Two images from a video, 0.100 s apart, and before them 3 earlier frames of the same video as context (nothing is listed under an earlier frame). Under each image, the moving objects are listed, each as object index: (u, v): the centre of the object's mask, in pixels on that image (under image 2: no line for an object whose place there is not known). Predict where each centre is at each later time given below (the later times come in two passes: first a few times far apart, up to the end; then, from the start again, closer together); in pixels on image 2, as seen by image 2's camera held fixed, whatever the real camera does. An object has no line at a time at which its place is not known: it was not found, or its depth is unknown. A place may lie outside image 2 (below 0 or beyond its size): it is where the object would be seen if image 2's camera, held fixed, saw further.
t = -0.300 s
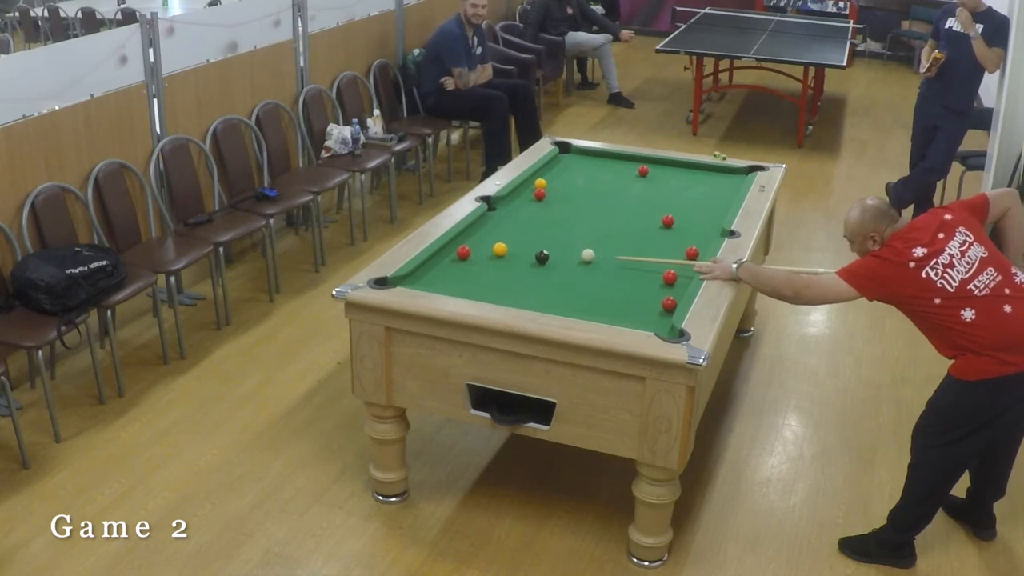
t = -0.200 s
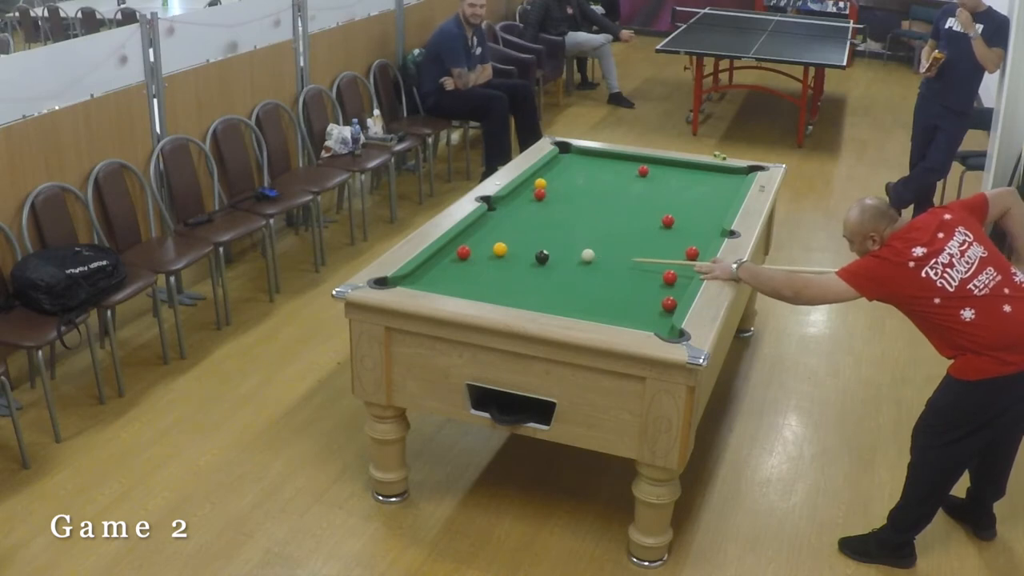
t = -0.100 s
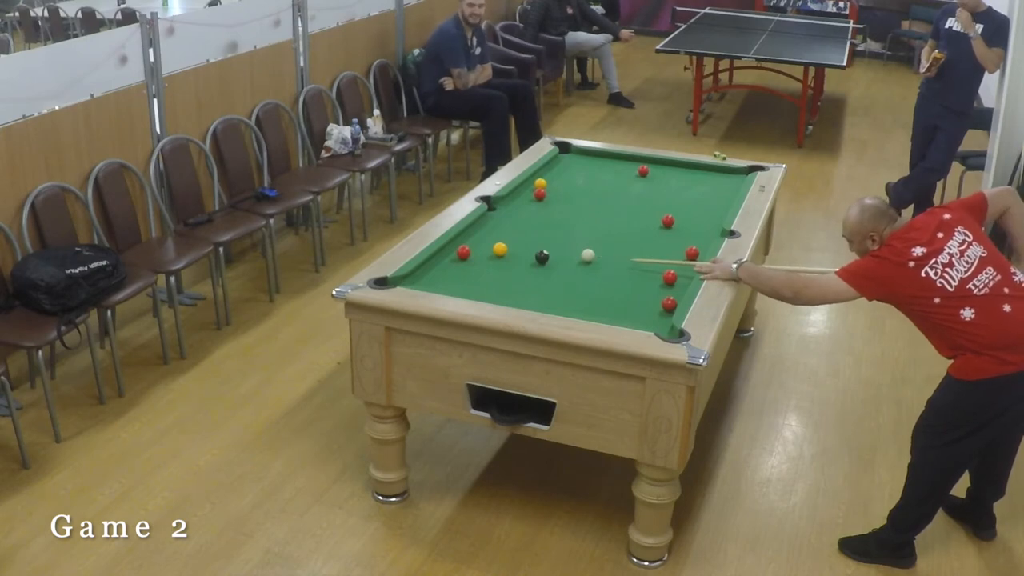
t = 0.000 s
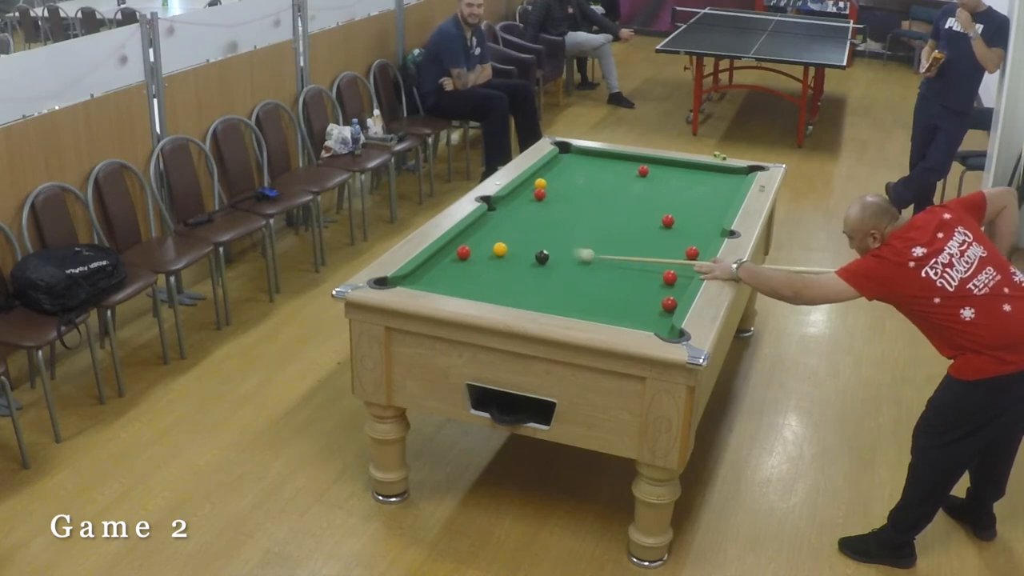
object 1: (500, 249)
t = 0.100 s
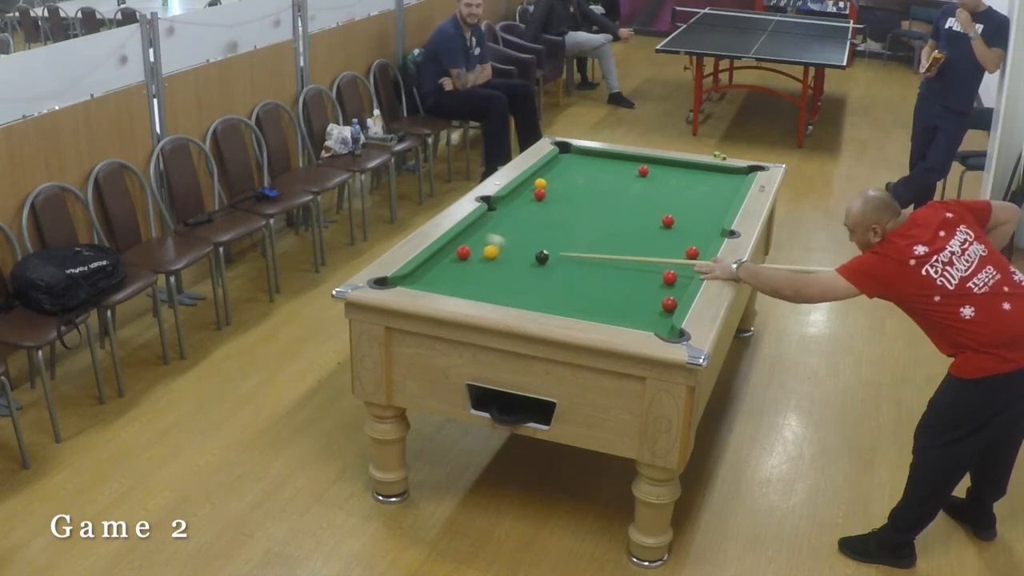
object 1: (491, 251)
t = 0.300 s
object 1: (426, 271)
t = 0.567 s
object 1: (407, 281)
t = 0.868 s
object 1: (421, 281)
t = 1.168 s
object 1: (433, 278)
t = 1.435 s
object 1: (443, 276)
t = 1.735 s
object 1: (452, 273)
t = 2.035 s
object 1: (460, 271)
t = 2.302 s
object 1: (466, 269)
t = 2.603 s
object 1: (470, 268)
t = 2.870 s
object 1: (473, 267)
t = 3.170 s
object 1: (475, 267)
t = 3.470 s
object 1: (475, 266)
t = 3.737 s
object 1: (475, 266)
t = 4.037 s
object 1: (476, 266)
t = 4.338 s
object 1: (476, 266)
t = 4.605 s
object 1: (476, 266)
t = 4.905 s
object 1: (476, 266)
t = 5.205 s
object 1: (476, 266)
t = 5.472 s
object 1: (476, 266)
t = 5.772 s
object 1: (476, 266)
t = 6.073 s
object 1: (476, 266)
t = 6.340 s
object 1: (476, 266)
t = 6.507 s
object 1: (473, 266)
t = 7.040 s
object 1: (473, 265)
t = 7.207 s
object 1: (475, 266)
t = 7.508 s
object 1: (475, 266)
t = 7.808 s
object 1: (475, 266)
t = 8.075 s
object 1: (475, 266)
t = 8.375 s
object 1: (475, 266)
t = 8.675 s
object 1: (475, 266)
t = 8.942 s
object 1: (475, 266)
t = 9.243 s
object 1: (476, 266)
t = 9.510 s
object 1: (476, 266)
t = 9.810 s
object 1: (476, 266)
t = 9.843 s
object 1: (476, 266)
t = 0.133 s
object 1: (479, 255)
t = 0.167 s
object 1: (468, 259)
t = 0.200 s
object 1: (456, 262)
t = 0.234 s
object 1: (445, 265)
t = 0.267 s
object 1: (436, 268)
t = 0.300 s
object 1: (426, 271)
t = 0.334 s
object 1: (416, 274)
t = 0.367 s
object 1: (412, 277)
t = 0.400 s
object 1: (409, 281)
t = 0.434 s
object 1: (406, 282)
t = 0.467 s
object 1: (403, 281)
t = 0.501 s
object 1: (401, 280)
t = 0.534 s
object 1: (404, 281)
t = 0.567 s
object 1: (407, 281)
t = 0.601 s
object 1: (409, 282)
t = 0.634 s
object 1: (411, 283)
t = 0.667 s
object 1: (413, 283)
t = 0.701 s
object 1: (414, 282)
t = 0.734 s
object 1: (416, 282)
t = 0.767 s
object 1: (417, 282)
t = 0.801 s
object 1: (419, 281)
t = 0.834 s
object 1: (420, 281)
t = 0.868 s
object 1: (421, 281)
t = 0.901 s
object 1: (423, 280)
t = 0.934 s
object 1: (424, 280)
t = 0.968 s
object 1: (426, 280)
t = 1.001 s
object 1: (427, 280)
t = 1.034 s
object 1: (429, 279)
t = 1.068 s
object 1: (430, 279)
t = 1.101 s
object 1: (431, 279)
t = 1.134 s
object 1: (432, 279)
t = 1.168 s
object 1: (433, 278)
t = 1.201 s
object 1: (435, 278)
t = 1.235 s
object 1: (436, 278)
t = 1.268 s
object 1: (437, 277)
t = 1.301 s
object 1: (438, 277)
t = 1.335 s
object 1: (439, 276)
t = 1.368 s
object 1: (441, 276)
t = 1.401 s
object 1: (442, 276)
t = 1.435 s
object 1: (443, 276)
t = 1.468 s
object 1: (444, 275)
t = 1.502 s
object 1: (445, 275)
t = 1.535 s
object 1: (446, 274)
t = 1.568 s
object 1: (447, 274)
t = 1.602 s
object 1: (448, 274)
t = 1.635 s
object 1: (449, 274)
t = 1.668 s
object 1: (450, 273)
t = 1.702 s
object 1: (451, 273)
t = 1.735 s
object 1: (452, 273)
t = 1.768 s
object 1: (453, 272)
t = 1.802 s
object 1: (454, 272)
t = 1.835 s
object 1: (455, 272)
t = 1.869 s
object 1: (456, 272)
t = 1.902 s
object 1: (456, 272)
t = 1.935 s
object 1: (457, 271)
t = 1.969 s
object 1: (458, 271)
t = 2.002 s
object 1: (459, 271)
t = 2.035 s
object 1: (460, 271)
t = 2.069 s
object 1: (460, 271)
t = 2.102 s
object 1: (461, 270)
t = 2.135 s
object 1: (462, 270)
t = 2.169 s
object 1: (463, 270)
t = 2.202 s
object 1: (463, 270)
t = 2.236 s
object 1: (464, 270)
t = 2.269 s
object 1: (465, 270)
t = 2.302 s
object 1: (466, 269)
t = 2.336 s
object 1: (466, 269)
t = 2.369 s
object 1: (467, 269)
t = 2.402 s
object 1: (467, 269)
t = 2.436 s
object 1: (468, 269)
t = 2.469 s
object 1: (468, 268)
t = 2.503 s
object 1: (469, 268)
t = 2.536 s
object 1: (469, 268)
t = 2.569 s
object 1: (470, 268)
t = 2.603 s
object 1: (470, 268)
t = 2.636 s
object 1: (471, 268)
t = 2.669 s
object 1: (471, 268)
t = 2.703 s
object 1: (471, 268)
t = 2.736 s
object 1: (472, 268)
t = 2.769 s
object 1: (472, 267)
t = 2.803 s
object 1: (472, 267)
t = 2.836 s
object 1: (473, 267)
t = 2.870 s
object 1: (473, 267)
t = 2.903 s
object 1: (473, 267)
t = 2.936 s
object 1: (473, 267)
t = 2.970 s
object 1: (474, 267)
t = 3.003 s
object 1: (474, 267)
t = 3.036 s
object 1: (474, 267)
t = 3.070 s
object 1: (474, 267)
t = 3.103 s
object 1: (475, 267)
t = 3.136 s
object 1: (474, 267)
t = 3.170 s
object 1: (475, 267)
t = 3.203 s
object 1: (475, 267)
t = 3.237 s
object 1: (475, 266)
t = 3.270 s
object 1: (475, 266)
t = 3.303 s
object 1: (475, 266)
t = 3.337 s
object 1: (475, 266)
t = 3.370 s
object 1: (475, 266)
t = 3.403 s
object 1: (475, 266)
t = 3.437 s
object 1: (475, 266)
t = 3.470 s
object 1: (475, 266)
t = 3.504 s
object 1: (475, 266)
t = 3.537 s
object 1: (475, 266)
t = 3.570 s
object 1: (475, 266)
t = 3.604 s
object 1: (475, 266)
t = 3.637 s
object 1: (475, 266)
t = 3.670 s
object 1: (475, 266)
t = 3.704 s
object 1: (475, 266)
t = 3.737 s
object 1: (475, 266)
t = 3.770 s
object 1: (475, 266)
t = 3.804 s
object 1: (475, 266)
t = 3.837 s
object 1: (475, 266)
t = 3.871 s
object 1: (476, 266)
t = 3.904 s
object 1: (476, 266)
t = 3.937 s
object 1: (476, 266)
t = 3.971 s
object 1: (476, 266)
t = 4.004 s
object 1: (476, 266)
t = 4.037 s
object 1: (476, 266)
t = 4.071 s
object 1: (476, 266)
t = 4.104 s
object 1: (476, 266)
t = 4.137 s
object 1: (476, 266)
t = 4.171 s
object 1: (476, 266)
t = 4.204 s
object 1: (476, 266)
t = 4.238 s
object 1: (476, 266)
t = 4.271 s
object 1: (476, 266)
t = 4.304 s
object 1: (476, 266)
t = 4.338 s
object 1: (476, 266)
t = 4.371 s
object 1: (476, 266)
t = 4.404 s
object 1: (476, 266)
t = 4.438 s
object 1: (476, 266)
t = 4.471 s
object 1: (476, 266)
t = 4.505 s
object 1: (476, 266)
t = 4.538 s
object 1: (475, 266)
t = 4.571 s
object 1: (476, 266)
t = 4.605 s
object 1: (476, 266)
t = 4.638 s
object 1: (476, 266)
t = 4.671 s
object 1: (476, 266)
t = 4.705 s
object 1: (476, 266)
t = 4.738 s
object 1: (476, 266)
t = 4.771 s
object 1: (476, 266)
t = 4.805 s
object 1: (476, 266)
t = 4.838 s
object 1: (476, 266)
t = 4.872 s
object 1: (476, 266)
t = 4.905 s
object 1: (476, 266)
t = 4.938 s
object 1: (476, 266)
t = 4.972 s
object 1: (476, 266)
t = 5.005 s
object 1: (476, 266)
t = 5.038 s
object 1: (476, 266)
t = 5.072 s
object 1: (476, 266)
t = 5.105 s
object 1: (476, 266)
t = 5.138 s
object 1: (476, 266)
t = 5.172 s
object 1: (476, 266)
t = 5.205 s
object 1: (476, 266)
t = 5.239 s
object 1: (476, 266)
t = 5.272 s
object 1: (476, 266)
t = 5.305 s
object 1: (476, 266)
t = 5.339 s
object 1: (476, 266)
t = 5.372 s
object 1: (476, 266)
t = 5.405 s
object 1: (476, 266)
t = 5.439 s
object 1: (476, 266)
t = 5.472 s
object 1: (476, 266)
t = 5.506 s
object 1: (476, 266)
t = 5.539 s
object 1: (476, 266)
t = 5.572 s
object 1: (476, 266)
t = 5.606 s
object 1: (476, 266)
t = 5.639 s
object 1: (476, 266)
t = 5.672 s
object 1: (476, 266)
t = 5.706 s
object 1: (476, 266)
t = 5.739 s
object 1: (476, 266)
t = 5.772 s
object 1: (476, 266)
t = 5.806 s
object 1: (476, 266)
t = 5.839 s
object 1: (476, 266)
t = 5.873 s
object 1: (476, 266)
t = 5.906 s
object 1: (476, 266)
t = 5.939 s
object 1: (476, 266)
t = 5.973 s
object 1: (476, 266)
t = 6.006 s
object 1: (476, 266)
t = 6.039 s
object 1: (476, 266)
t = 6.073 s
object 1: (476, 266)
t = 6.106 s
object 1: (476, 266)
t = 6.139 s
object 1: (476, 266)
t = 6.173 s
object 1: (476, 266)
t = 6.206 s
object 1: (476, 266)
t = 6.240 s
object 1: (476, 266)
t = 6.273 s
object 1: (476, 266)
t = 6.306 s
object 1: (476, 266)
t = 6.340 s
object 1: (476, 266)
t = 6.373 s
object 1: (476, 266)
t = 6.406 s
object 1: (476, 266)
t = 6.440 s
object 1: (476, 266)
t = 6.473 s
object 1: (475, 266)
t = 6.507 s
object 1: (473, 266)
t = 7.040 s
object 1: (473, 265)
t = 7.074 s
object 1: (475, 266)
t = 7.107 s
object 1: (476, 266)
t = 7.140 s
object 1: (476, 266)
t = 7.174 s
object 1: (476, 266)
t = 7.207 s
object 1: (475, 266)
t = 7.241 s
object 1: (475, 266)
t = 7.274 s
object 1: (475, 266)
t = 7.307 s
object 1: (476, 266)
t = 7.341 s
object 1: (475, 266)
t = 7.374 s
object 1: (475, 266)
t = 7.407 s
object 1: (475, 266)
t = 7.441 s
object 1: (475, 266)
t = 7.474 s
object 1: (475, 266)
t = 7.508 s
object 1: (475, 266)
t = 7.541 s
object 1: (475, 266)
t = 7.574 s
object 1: (475, 266)
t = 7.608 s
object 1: (475, 266)
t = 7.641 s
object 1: (475, 266)
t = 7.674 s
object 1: (475, 266)
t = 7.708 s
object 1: (475, 266)
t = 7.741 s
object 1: (475, 266)
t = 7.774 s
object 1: (475, 266)
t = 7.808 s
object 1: (475, 266)
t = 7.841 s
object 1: (475, 266)
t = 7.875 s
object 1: (475, 266)
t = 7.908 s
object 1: (475, 266)
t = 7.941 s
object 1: (475, 266)
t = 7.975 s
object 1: (476, 266)
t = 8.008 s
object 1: (475, 266)
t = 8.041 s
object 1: (475, 266)
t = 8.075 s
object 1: (475, 266)
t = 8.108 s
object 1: (475, 266)
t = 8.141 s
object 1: (475, 266)
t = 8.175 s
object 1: (475, 266)
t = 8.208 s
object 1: (475, 266)
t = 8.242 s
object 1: (475, 266)
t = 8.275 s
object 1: (475, 266)
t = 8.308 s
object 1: (475, 266)
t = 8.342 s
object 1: (475, 266)
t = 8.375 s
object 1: (475, 266)
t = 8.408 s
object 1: (475, 266)
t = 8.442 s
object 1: (475, 266)
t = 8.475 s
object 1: (475, 266)
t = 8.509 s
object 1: (475, 266)
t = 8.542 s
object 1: (475, 266)
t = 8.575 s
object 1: (475, 266)
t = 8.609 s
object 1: (475, 266)
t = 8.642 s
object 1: (475, 266)
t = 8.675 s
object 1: (475, 266)
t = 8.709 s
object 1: (475, 266)
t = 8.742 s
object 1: (475, 266)
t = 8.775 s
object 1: (475, 266)
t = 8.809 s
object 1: (475, 266)
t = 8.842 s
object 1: (475, 266)
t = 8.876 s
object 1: (475, 266)
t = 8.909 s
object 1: (475, 266)
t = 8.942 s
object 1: (475, 266)
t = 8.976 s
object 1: (475, 266)
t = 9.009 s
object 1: (475, 266)
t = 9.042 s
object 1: (475, 266)
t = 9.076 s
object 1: (475, 266)
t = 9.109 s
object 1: (475, 266)
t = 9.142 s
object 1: (475, 266)
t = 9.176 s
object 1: (475, 266)
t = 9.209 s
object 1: (476, 266)
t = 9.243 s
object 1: (476, 266)
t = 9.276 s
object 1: (476, 266)
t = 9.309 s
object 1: (476, 266)
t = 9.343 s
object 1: (476, 266)
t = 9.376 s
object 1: (476, 266)
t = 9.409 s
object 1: (476, 266)
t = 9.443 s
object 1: (476, 266)
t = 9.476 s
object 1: (476, 266)
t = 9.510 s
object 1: (476, 266)
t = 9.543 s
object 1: (476, 266)
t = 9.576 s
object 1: (476, 266)
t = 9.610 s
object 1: (476, 266)
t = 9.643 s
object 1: (476, 266)
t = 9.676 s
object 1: (476, 266)
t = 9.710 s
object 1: (476, 266)
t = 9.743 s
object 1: (476, 266)
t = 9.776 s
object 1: (476, 266)
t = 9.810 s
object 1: (476, 266)
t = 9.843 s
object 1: (476, 266)
